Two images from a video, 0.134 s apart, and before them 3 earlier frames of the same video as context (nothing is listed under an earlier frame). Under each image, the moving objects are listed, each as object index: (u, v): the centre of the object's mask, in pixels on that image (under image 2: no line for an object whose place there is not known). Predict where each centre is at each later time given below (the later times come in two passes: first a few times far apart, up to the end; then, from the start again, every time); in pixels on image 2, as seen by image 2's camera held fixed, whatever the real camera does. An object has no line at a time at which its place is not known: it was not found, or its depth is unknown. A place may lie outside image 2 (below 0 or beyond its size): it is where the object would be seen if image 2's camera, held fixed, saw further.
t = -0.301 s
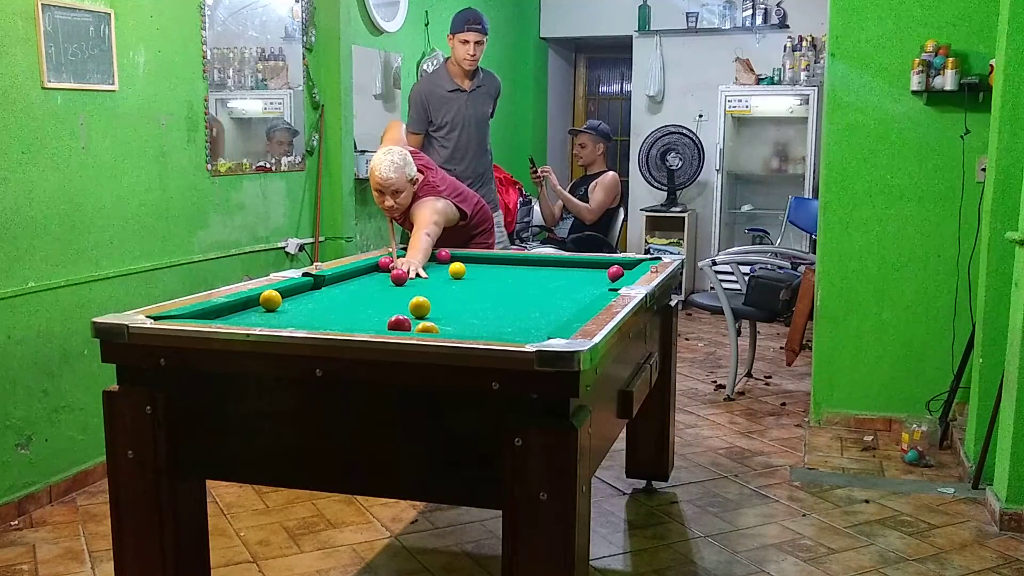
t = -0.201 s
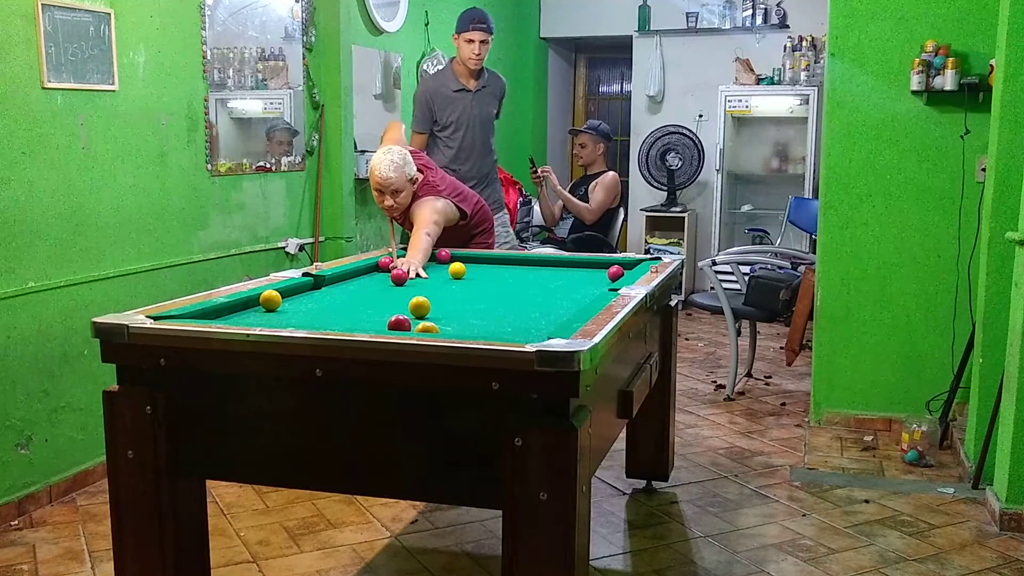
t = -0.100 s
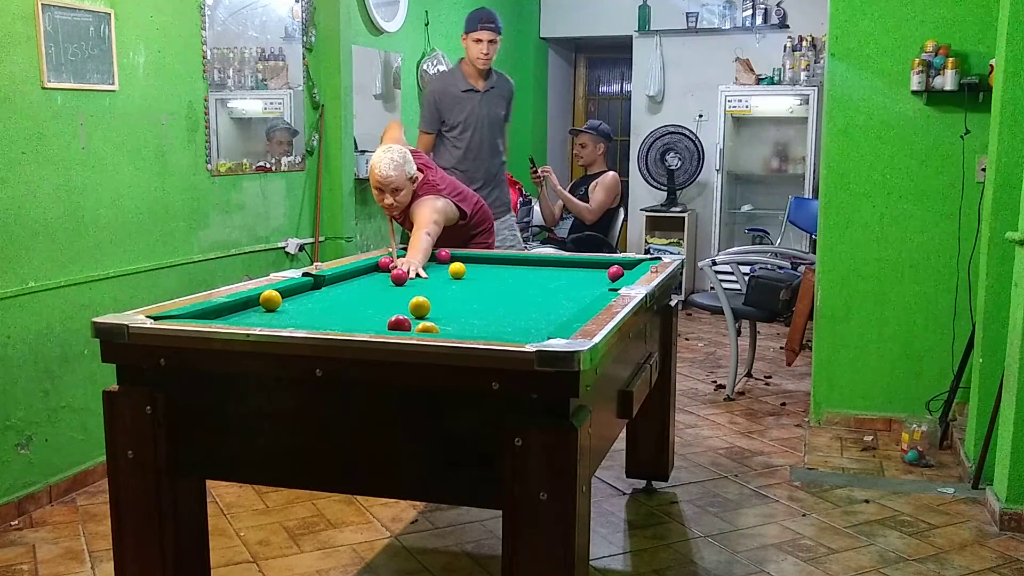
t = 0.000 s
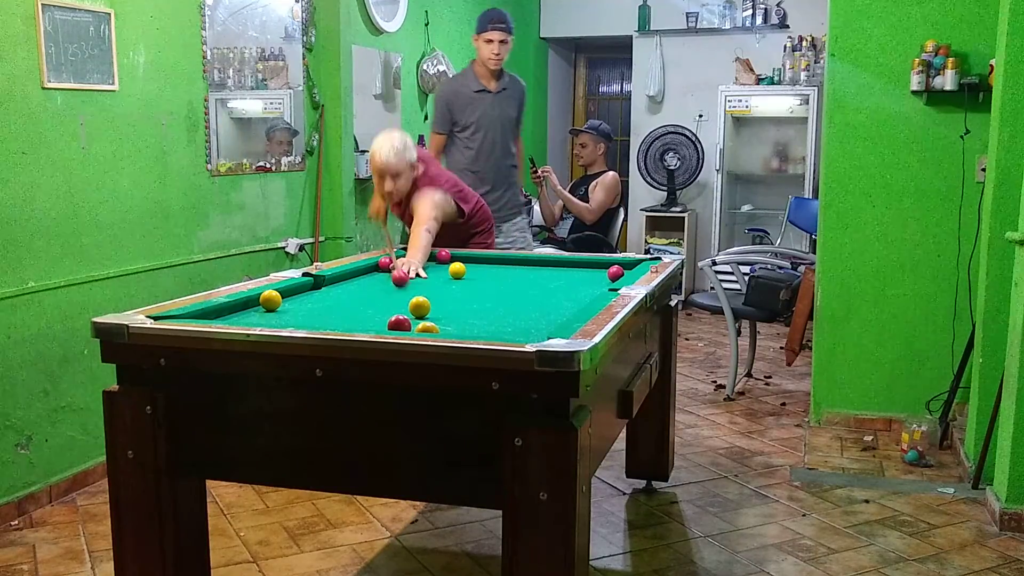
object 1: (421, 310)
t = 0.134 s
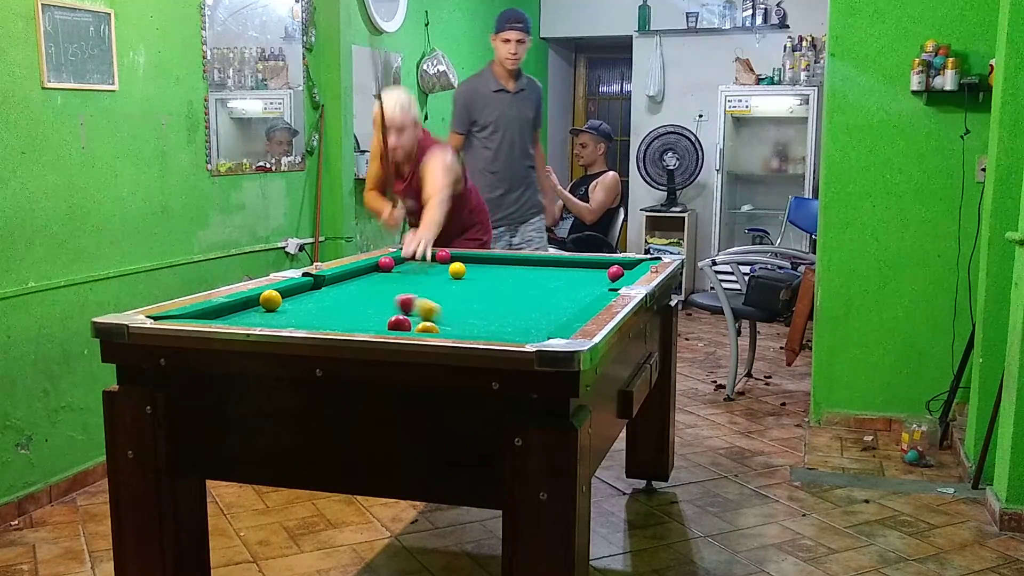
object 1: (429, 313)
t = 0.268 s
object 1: (493, 331)
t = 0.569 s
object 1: (533, 302)
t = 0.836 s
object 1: (514, 280)
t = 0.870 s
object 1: (512, 278)
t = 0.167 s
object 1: (444, 319)
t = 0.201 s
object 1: (457, 324)
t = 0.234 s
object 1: (472, 328)
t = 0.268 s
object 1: (493, 331)
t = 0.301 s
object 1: (517, 329)
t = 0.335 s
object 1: (536, 328)
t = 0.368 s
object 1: (550, 322)
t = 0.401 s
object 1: (548, 320)
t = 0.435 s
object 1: (545, 316)
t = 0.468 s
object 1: (542, 312)
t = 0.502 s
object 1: (539, 309)
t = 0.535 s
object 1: (536, 305)
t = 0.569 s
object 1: (533, 302)
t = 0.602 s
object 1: (530, 299)
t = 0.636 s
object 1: (528, 296)
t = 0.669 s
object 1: (525, 293)
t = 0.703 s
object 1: (523, 290)
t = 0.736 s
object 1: (521, 288)
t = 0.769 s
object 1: (518, 285)
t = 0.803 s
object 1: (516, 282)
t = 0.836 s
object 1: (514, 280)
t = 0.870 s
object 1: (512, 278)
